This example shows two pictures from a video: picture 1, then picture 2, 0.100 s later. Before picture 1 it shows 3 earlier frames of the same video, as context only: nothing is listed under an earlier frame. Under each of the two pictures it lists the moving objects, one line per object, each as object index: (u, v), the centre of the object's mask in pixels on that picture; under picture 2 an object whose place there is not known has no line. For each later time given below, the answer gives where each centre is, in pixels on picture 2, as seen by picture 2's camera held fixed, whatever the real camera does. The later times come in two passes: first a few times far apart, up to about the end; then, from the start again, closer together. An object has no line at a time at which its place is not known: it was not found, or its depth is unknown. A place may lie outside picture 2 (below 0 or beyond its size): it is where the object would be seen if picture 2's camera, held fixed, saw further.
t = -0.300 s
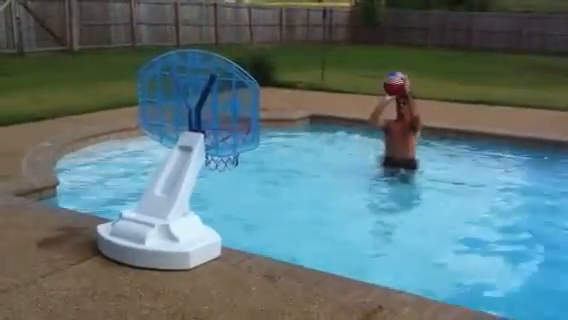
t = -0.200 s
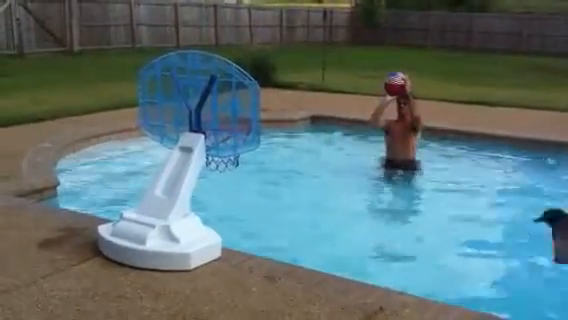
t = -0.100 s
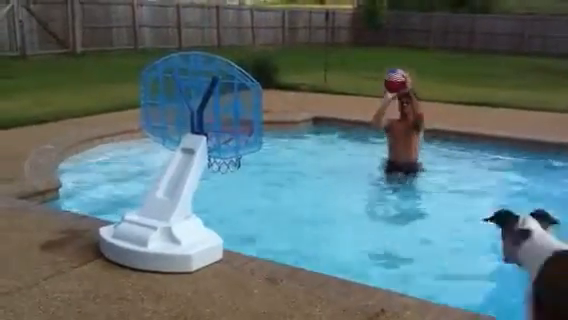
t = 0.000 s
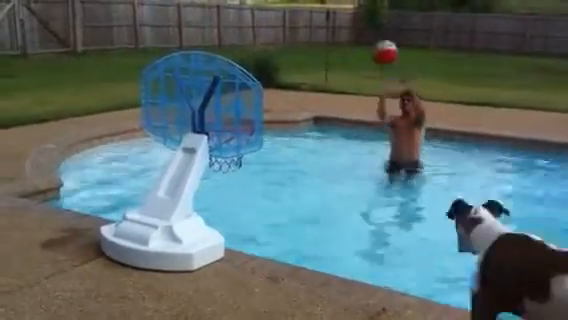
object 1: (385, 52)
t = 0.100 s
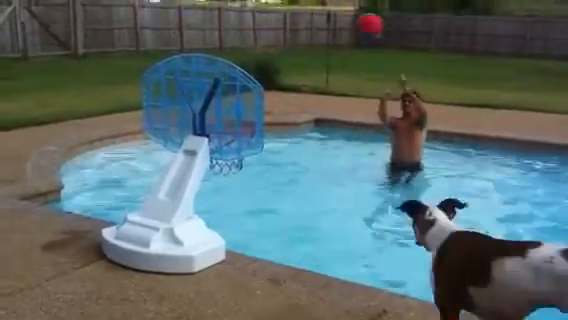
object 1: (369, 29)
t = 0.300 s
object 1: (327, 4)
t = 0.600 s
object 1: (238, 53)
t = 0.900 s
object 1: (226, 167)
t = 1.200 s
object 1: (218, 222)
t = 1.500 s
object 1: (214, 194)
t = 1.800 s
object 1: (212, 208)
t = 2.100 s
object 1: (211, 199)
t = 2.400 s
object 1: (210, 194)
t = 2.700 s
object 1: (210, 194)
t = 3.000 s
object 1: (210, 188)
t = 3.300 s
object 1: (211, 186)
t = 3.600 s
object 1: (211, 183)
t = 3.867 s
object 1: (210, 182)
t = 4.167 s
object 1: (210, 180)
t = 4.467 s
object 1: (210, 177)
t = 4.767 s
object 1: (209, 175)
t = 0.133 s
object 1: (365, 18)
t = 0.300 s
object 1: (327, 4)
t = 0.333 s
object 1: (319, 5)
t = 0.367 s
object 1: (311, 5)
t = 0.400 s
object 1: (298, 7)
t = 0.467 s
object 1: (280, 13)
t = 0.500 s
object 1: (270, 19)
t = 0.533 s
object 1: (257, 28)
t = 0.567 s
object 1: (246, 36)
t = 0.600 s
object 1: (238, 53)
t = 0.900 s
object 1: (226, 167)
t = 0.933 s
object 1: (223, 175)
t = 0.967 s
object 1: (222, 188)
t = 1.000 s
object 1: (221, 203)
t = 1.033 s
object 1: (220, 216)
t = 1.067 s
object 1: (221, 220)
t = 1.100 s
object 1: (222, 222)
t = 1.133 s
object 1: (222, 223)
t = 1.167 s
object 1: (218, 224)
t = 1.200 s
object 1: (218, 222)
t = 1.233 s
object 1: (219, 220)
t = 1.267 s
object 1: (217, 216)
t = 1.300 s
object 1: (216, 211)
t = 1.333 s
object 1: (215, 205)
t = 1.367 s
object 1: (215, 200)
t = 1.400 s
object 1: (214, 196)
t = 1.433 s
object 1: (215, 194)
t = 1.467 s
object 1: (214, 194)
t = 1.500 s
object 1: (214, 194)
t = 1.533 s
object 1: (214, 197)
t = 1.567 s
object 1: (214, 201)
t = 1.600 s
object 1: (213, 205)
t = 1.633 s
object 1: (213, 207)
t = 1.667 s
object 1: (213, 208)
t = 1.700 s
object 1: (213, 209)
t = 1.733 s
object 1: (213, 209)
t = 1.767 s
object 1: (212, 210)
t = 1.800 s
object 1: (212, 208)
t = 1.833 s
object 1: (212, 206)
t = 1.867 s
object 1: (212, 205)
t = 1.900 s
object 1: (212, 203)
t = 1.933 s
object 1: (212, 201)
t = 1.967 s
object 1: (211, 200)
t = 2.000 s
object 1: (211, 200)
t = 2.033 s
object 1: (211, 199)
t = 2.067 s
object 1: (211, 199)
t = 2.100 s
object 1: (211, 199)
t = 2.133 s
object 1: (211, 199)
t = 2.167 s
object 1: (210, 198)
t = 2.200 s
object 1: (210, 197)
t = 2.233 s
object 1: (210, 197)
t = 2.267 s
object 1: (210, 197)
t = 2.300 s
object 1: (210, 196)
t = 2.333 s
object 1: (210, 196)
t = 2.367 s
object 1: (210, 195)
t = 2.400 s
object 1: (210, 194)
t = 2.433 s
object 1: (210, 194)
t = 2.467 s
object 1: (210, 194)
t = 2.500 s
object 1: (210, 194)
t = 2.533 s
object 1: (210, 194)
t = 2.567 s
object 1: (211, 194)
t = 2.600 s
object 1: (210, 195)
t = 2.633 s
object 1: (211, 194)
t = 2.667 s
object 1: (211, 194)
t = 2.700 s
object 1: (210, 194)
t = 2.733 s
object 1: (209, 194)
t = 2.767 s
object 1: (209, 193)
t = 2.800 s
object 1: (209, 192)
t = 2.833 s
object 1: (209, 192)
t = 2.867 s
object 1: (210, 190)
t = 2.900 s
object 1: (210, 190)
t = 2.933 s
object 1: (210, 189)
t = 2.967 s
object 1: (210, 189)
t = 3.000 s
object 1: (210, 188)
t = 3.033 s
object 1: (211, 188)
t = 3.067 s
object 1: (211, 188)
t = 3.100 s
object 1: (211, 187)
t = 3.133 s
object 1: (211, 187)
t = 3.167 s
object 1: (211, 187)
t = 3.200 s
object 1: (211, 187)
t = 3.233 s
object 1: (211, 186)
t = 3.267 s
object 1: (211, 186)
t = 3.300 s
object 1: (211, 186)
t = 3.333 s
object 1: (211, 186)
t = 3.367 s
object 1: (211, 186)
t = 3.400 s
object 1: (211, 185)
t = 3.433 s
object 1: (211, 185)
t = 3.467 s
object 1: (211, 185)
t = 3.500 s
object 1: (210, 184)
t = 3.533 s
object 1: (210, 183)
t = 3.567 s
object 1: (211, 183)
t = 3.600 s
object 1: (211, 183)
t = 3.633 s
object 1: (211, 182)
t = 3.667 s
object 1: (211, 182)
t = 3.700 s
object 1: (211, 182)
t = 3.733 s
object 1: (211, 182)
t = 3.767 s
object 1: (211, 182)
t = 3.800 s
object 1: (210, 182)
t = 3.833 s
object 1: (210, 182)
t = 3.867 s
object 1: (210, 182)
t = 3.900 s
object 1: (210, 181)
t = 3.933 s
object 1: (210, 181)
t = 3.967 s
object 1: (211, 181)
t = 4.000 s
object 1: (210, 180)
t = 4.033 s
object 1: (210, 181)
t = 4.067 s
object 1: (210, 180)
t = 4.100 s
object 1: (210, 180)
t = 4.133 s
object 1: (210, 180)
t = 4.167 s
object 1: (210, 180)
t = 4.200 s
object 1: (210, 178)
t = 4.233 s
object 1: (210, 179)
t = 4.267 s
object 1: (210, 179)
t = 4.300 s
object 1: (210, 179)
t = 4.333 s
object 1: (209, 178)
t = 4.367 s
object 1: (210, 177)
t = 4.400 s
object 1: (210, 178)
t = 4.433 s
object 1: (210, 177)
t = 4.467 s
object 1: (210, 177)
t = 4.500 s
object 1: (210, 176)
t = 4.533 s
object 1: (210, 176)
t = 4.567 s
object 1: (210, 176)
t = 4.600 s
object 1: (210, 177)
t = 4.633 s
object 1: (210, 176)
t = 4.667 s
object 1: (210, 176)
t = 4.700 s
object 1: (210, 175)
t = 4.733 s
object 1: (210, 176)
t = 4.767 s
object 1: (209, 175)
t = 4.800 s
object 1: (210, 175)
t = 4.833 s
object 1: (209, 174)
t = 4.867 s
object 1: (209, 174)
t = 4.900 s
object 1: (209, 174)
